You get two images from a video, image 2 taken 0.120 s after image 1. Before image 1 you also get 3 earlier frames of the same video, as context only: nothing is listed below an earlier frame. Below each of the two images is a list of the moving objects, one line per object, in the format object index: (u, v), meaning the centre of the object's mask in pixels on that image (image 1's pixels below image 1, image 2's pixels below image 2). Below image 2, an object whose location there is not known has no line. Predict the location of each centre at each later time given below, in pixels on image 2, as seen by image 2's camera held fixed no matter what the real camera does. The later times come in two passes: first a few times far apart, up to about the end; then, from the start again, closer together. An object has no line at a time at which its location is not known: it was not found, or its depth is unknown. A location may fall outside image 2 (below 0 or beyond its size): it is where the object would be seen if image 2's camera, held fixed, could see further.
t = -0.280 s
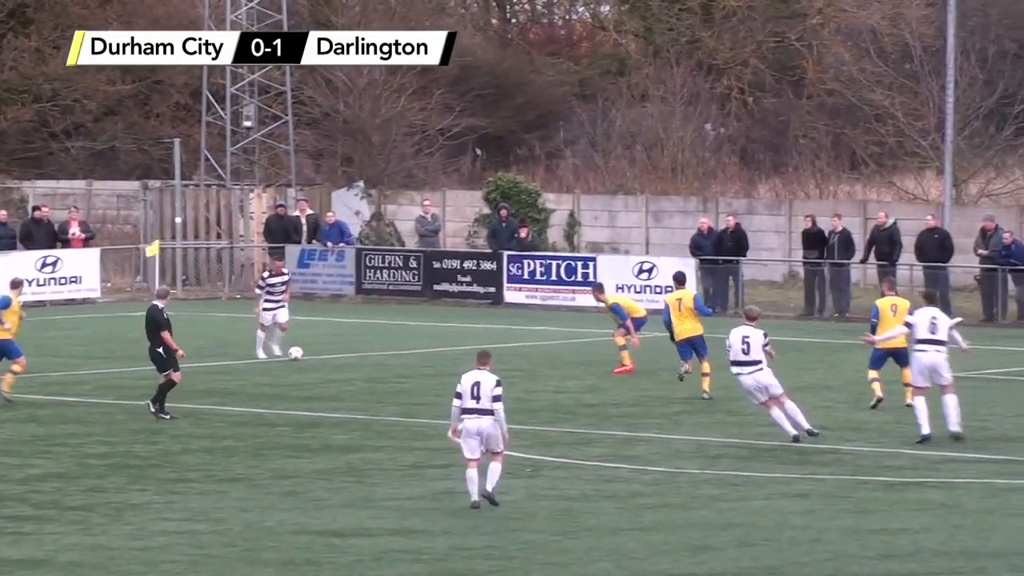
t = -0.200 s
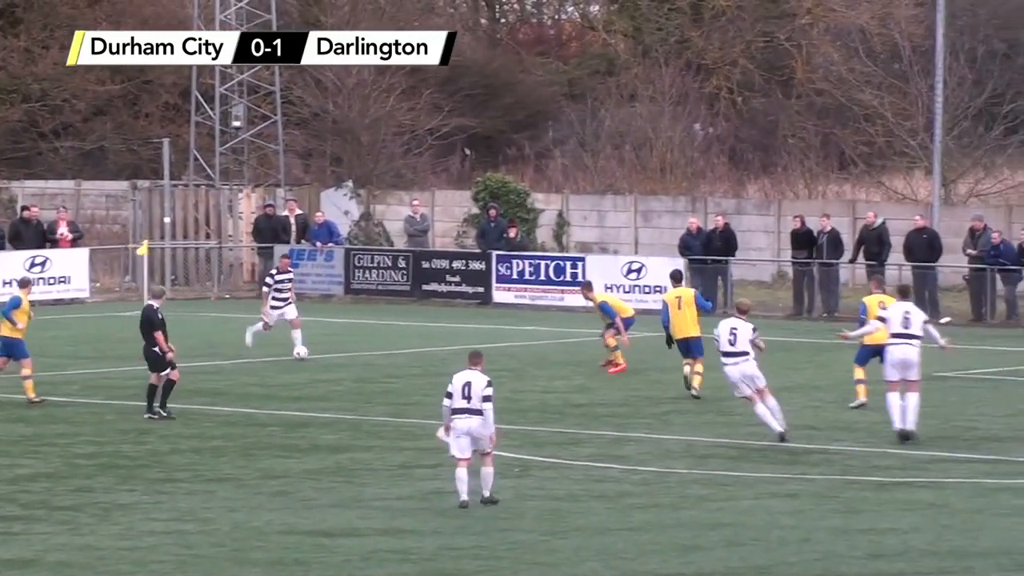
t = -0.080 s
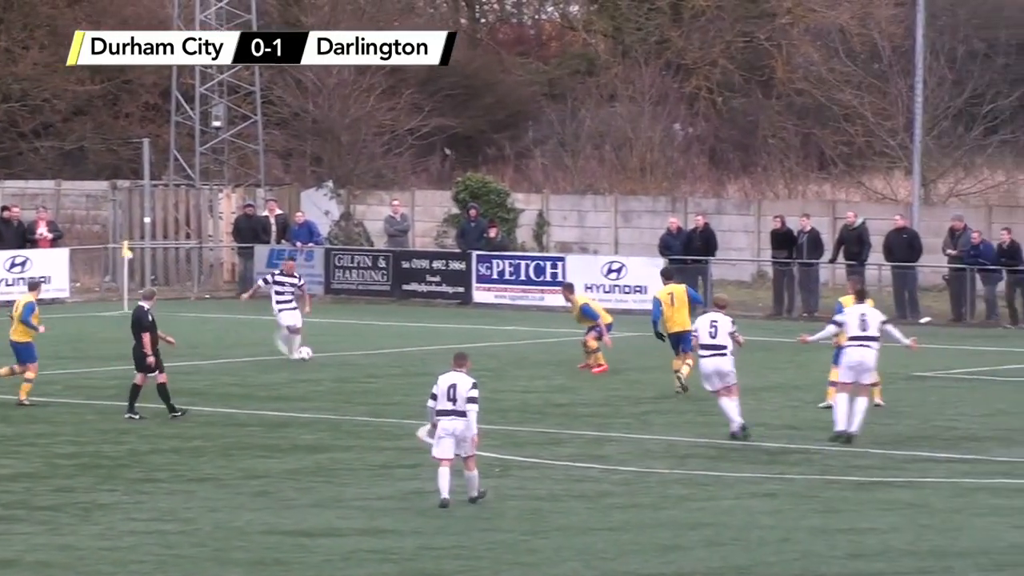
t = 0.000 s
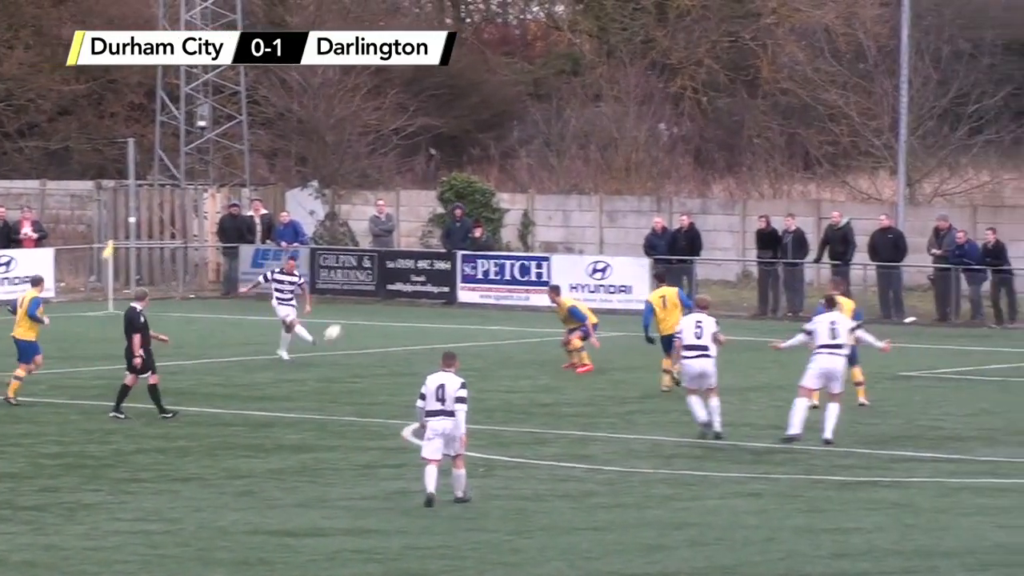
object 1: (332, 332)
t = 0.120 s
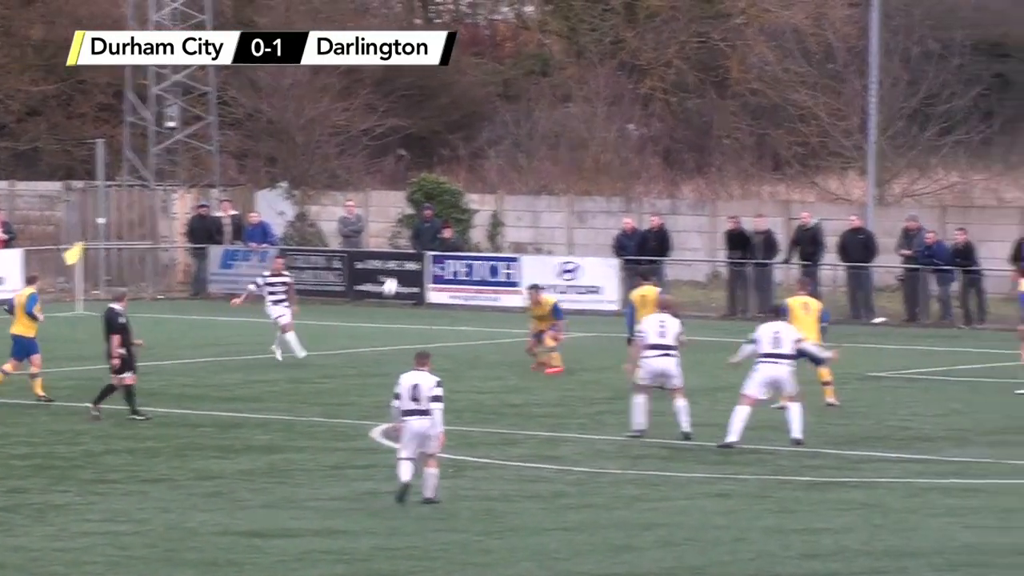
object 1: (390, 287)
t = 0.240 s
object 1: (478, 244)
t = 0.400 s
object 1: (592, 193)
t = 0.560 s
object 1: (705, 147)
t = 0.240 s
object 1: (478, 244)
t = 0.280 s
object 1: (506, 233)
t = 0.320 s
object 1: (535, 219)
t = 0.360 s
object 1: (564, 205)
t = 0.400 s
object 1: (592, 193)
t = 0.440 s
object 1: (620, 181)
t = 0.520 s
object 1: (677, 158)
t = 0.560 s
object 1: (705, 147)
